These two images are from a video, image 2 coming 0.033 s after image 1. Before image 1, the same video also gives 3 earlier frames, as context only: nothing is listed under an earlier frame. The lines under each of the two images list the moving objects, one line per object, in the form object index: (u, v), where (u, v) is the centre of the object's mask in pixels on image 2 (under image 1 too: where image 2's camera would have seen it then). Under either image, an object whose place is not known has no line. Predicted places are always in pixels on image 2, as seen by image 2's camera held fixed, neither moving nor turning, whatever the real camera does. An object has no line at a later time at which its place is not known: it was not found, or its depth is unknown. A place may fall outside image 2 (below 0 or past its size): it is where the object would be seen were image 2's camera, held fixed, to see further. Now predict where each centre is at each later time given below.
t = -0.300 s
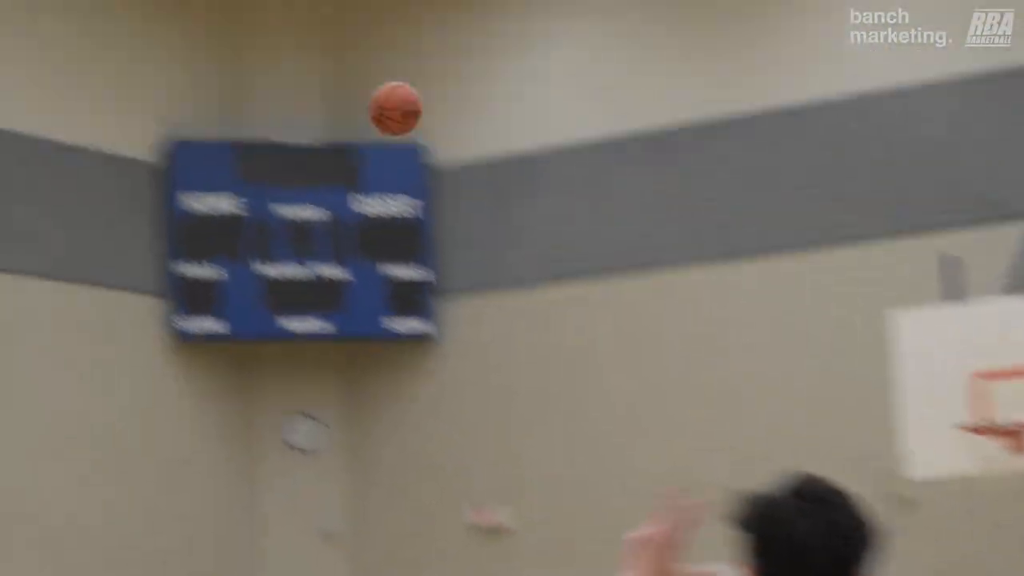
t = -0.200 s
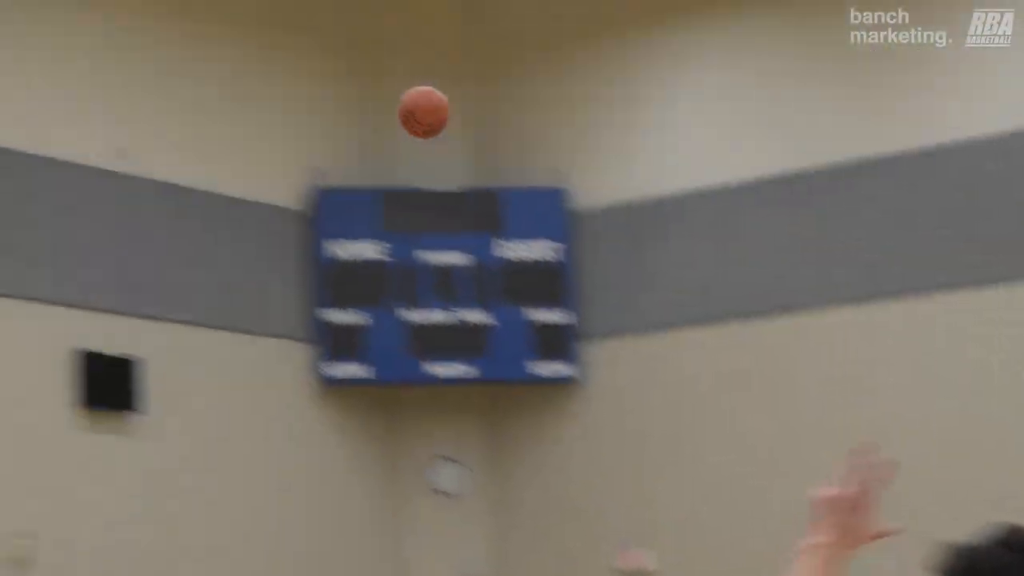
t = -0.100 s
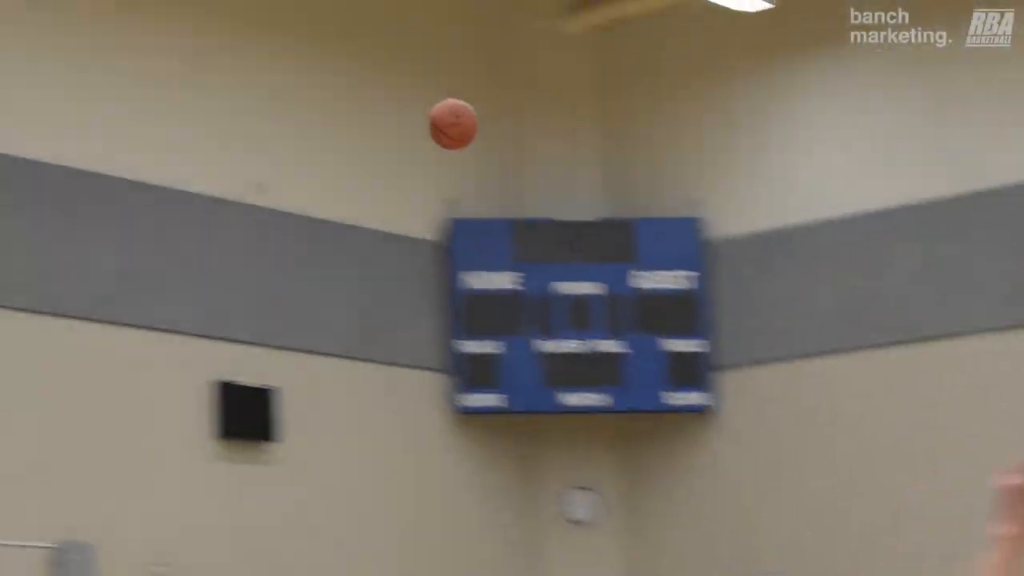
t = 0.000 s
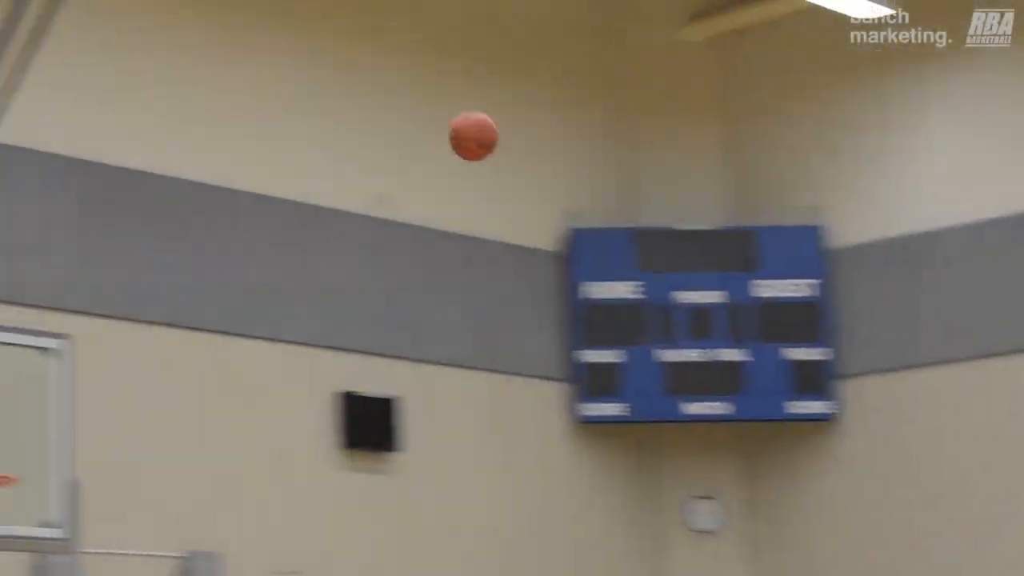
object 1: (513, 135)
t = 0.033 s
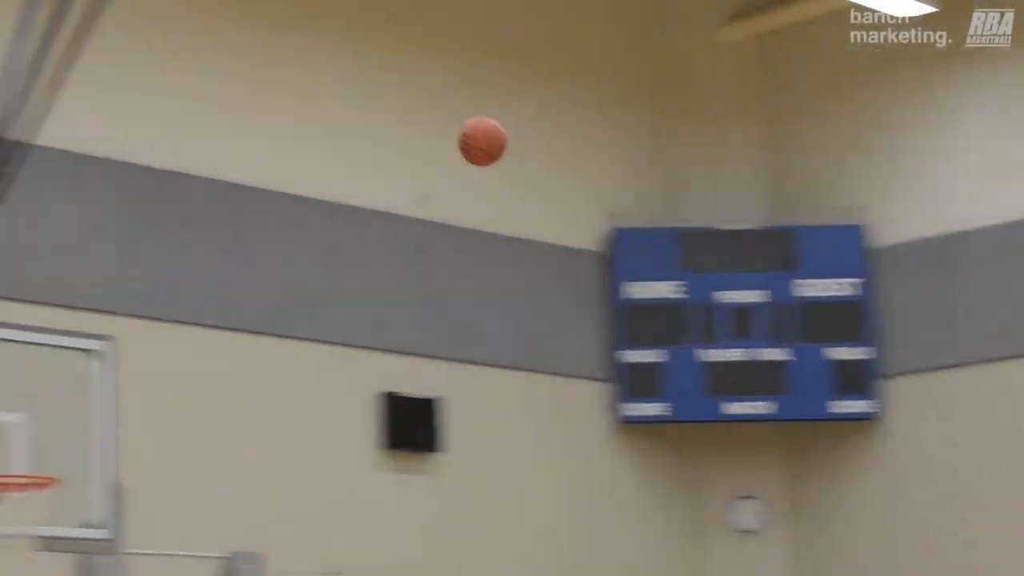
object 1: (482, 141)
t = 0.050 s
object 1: (467, 145)
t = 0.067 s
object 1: (452, 149)
